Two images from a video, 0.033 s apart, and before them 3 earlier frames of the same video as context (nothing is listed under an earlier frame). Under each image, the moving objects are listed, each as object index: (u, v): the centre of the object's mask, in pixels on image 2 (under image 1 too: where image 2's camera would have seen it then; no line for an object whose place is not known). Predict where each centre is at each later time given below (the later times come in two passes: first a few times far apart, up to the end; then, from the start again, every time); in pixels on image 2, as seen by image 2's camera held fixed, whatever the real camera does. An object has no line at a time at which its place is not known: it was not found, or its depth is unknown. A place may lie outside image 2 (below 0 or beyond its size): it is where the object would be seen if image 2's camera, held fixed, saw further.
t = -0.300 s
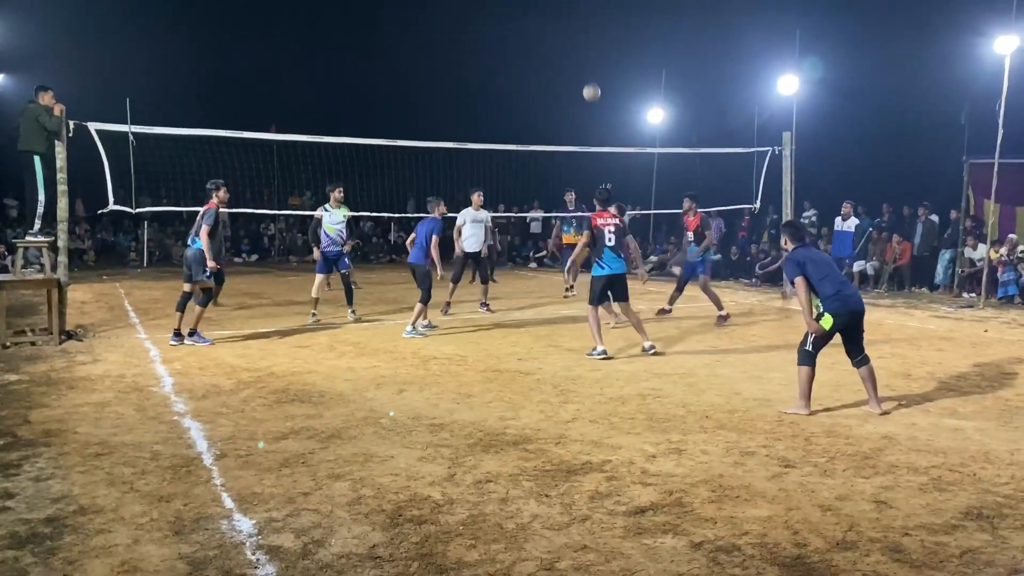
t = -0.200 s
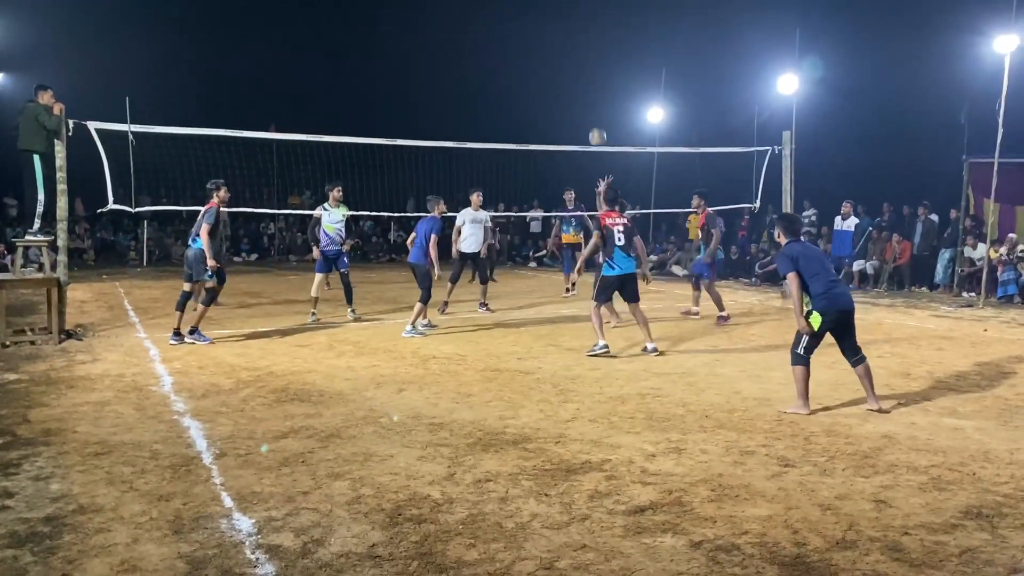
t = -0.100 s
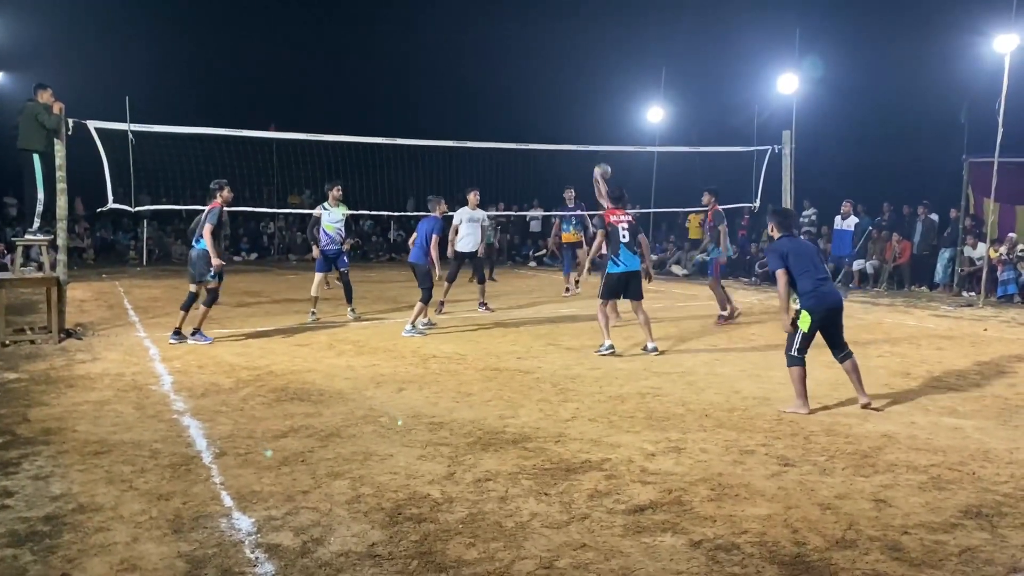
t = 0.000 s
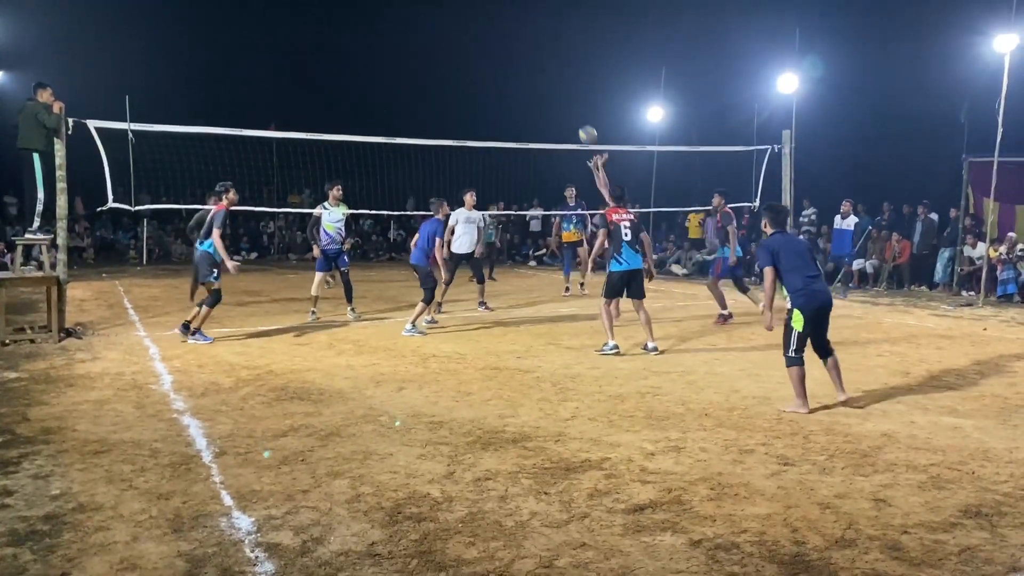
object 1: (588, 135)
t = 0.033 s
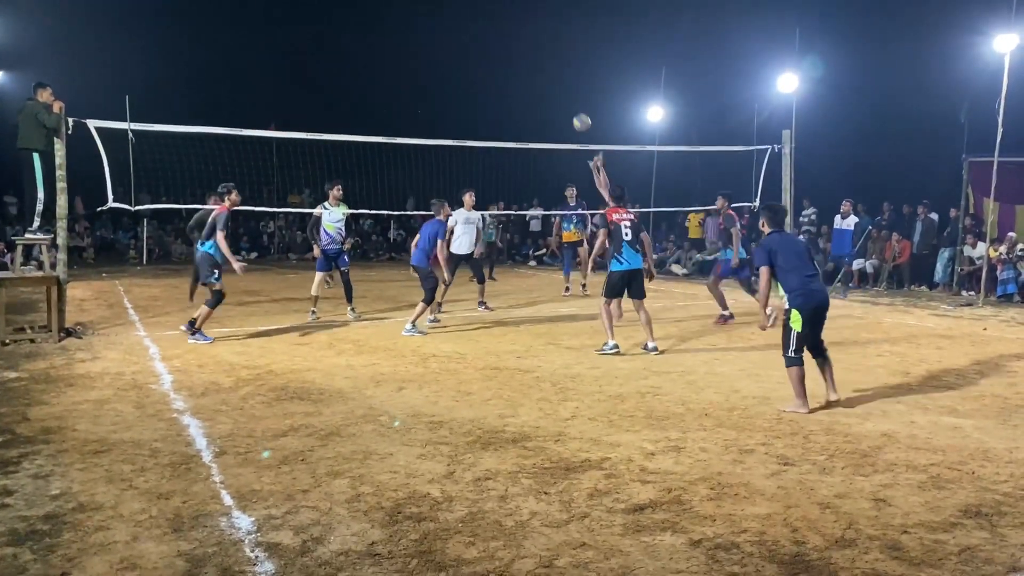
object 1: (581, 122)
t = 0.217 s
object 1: (551, 75)
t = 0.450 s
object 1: (511, 54)
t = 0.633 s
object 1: (481, 68)
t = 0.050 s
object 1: (579, 117)
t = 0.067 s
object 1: (576, 112)
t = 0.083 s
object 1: (573, 107)
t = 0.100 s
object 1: (571, 103)
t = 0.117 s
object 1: (568, 98)
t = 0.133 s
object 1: (565, 94)
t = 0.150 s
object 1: (562, 90)
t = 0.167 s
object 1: (559, 86)
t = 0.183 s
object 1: (556, 82)
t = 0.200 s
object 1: (554, 79)
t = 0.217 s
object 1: (551, 75)
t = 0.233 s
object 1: (548, 72)
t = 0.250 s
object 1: (545, 70)
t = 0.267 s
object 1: (542, 67)
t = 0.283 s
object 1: (539, 65)
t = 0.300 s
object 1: (537, 63)
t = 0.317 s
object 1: (534, 61)
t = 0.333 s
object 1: (531, 59)
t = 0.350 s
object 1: (528, 58)
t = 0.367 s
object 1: (525, 57)
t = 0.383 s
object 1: (522, 56)
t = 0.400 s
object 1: (520, 55)
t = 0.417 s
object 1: (517, 54)
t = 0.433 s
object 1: (514, 54)
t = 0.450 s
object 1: (511, 54)
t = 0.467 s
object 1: (508, 54)
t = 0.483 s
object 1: (506, 54)
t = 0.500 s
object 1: (503, 55)
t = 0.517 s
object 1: (500, 56)
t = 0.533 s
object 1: (497, 56)
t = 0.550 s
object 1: (495, 58)
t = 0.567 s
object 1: (492, 59)
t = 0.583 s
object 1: (489, 61)
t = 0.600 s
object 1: (486, 63)
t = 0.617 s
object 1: (483, 65)
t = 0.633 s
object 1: (481, 68)
